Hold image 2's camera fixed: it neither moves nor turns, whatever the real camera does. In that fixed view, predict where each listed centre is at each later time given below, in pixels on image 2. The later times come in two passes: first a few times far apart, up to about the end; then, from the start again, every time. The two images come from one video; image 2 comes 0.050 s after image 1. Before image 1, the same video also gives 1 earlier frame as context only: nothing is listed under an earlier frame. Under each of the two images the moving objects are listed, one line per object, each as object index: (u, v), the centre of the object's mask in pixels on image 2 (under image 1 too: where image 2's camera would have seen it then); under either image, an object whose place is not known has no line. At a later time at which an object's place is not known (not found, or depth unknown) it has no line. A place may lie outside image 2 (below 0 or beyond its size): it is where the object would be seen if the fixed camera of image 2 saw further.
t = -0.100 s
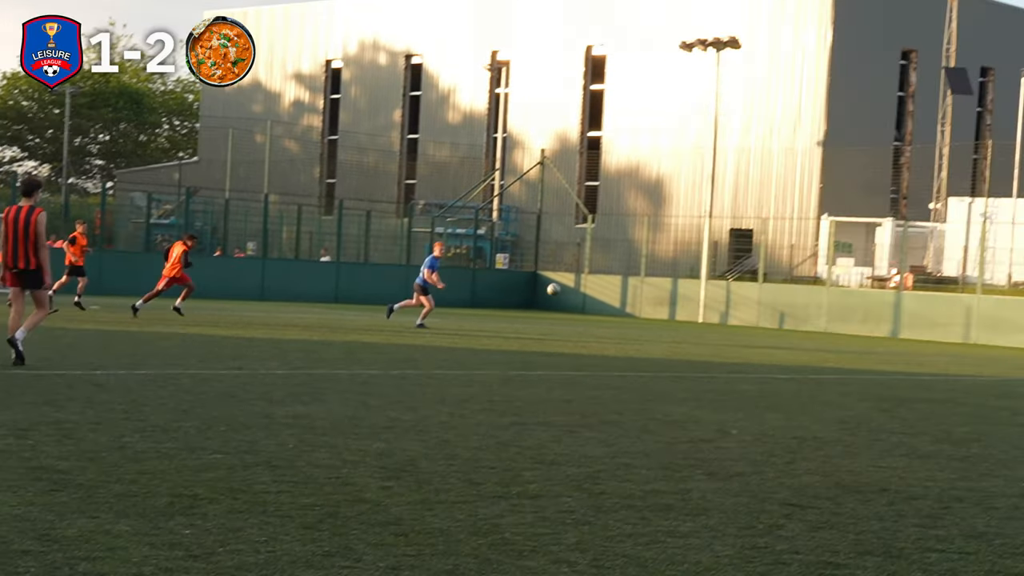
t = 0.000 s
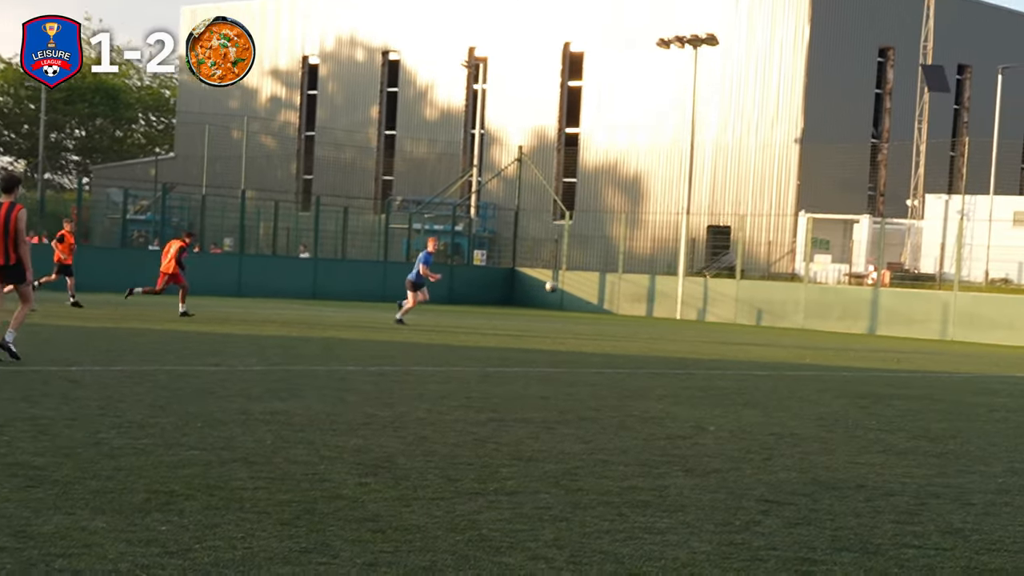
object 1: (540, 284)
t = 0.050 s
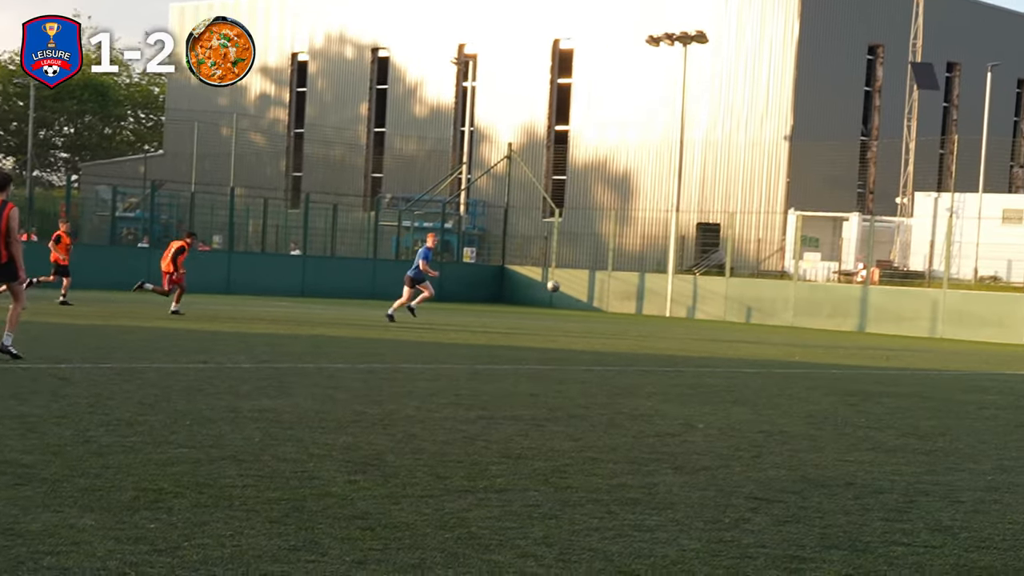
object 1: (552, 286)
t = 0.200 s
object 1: (587, 301)
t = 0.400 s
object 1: (632, 336)
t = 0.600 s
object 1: (688, 317)
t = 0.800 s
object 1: (742, 322)
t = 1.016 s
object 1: (797, 345)
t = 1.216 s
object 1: (851, 336)
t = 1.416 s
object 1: (899, 351)
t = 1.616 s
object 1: (949, 346)
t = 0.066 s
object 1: (557, 287)
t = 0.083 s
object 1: (561, 289)
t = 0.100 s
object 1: (565, 289)
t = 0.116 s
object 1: (569, 291)
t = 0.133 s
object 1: (572, 293)
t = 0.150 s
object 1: (576, 295)
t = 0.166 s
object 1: (580, 297)
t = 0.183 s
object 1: (583, 299)
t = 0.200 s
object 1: (587, 301)
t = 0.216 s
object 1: (592, 303)
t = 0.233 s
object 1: (595, 306)
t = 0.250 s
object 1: (599, 309)
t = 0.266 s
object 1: (603, 312)
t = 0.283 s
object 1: (606, 315)
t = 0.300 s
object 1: (610, 318)
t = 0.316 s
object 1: (614, 321)
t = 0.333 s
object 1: (617, 325)
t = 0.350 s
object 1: (620, 329)
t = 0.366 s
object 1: (624, 332)
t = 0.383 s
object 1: (627, 337)
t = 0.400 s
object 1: (632, 336)
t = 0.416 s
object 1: (637, 334)
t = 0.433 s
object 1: (641, 332)
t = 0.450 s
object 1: (646, 330)
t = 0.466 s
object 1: (651, 328)
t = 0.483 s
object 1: (656, 326)
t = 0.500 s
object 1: (661, 324)
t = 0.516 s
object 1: (665, 323)
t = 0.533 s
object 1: (670, 322)
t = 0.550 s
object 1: (674, 320)
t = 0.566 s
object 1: (679, 319)
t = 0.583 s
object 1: (683, 319)
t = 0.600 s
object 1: (688, 317)
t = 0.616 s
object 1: (693, 317)
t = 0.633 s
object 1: (697, 317)
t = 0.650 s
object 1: (702, 316)
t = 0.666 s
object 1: (707, 316)
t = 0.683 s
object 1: (712, 316)
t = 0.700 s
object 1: (716, 317)
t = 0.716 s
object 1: (720, 317)
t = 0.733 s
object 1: (725, 318)
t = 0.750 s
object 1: (729, 318)
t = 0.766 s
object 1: (733, 319)
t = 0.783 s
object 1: (738, 320)
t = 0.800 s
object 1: (742, 322)
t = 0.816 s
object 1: (747, 323)
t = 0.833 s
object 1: (750, 325)
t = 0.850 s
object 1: (755, 326)
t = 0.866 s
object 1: (759, 329)
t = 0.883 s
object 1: (763, 331)
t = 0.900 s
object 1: (767, 333)
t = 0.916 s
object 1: (772, 335)
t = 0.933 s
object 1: (777, 337)
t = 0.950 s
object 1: (780, 340)
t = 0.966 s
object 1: (785, 343)
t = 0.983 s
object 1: (789, 346)
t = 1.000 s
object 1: (793, 347)
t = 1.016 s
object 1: (797, 345)
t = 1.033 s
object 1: (802, 343)
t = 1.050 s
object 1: (807, 341)
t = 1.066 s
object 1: (811, 340)
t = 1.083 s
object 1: (816, 339)
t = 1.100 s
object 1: (820, 338)
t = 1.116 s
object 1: (825, 337)
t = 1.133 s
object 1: (829, 337)
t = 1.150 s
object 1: (833, 336)
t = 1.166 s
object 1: (838, 336)
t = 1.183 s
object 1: (842, 336)
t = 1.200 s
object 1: (846, 336)
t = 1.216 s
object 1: (851, 336)
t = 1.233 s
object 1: (855, 336)
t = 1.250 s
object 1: (860, 336)
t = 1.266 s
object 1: (864, 337)
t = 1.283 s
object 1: (868, 338)
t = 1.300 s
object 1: (872, 339)
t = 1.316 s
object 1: (876, 340)
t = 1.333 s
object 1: (880, 341)
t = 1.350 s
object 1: (884, 343)
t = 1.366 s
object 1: (888, 345)
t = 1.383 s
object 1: (892, 347)
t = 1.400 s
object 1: (895, 349)
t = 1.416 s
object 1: (899, 351)
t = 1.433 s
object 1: (903, 353)
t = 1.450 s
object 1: (907, 352)
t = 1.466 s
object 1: (911, 351)
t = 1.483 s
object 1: (916, 350)
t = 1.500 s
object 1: (921, 348)
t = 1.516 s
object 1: (925, 348)
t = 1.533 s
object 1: (928, 347)
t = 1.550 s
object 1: (933, 347)
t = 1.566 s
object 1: (937, 346)
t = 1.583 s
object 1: (941, 346)
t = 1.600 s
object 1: (945, 346)
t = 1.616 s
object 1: (949, 346)
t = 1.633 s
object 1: (953, 346)
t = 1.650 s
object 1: (956, 347)
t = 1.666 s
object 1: (961, 347)
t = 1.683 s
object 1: (964, 348)
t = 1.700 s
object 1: (968, 349)
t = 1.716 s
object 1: (972, 350)
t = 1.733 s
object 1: (975, 352)
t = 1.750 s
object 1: (979, 353)
